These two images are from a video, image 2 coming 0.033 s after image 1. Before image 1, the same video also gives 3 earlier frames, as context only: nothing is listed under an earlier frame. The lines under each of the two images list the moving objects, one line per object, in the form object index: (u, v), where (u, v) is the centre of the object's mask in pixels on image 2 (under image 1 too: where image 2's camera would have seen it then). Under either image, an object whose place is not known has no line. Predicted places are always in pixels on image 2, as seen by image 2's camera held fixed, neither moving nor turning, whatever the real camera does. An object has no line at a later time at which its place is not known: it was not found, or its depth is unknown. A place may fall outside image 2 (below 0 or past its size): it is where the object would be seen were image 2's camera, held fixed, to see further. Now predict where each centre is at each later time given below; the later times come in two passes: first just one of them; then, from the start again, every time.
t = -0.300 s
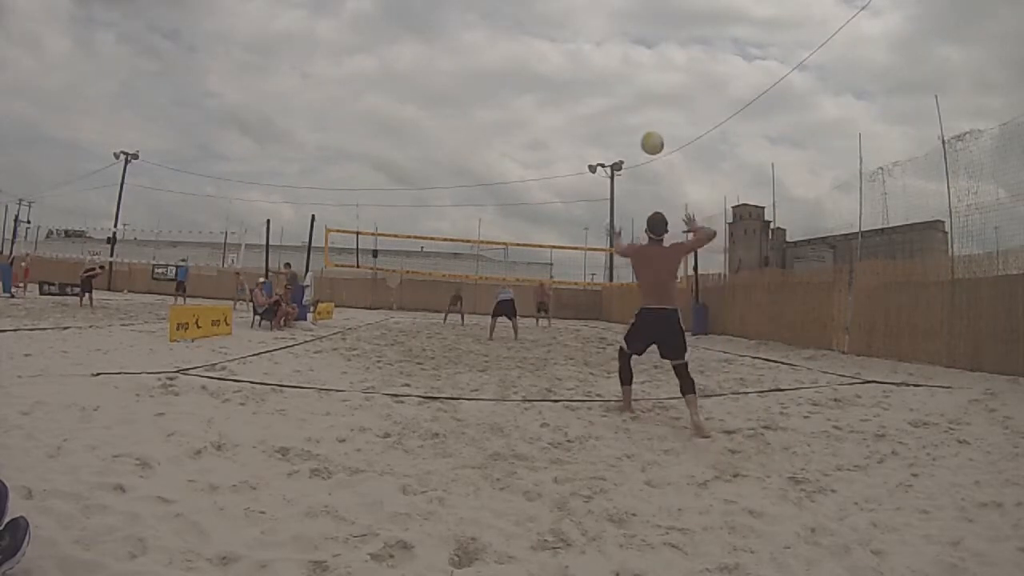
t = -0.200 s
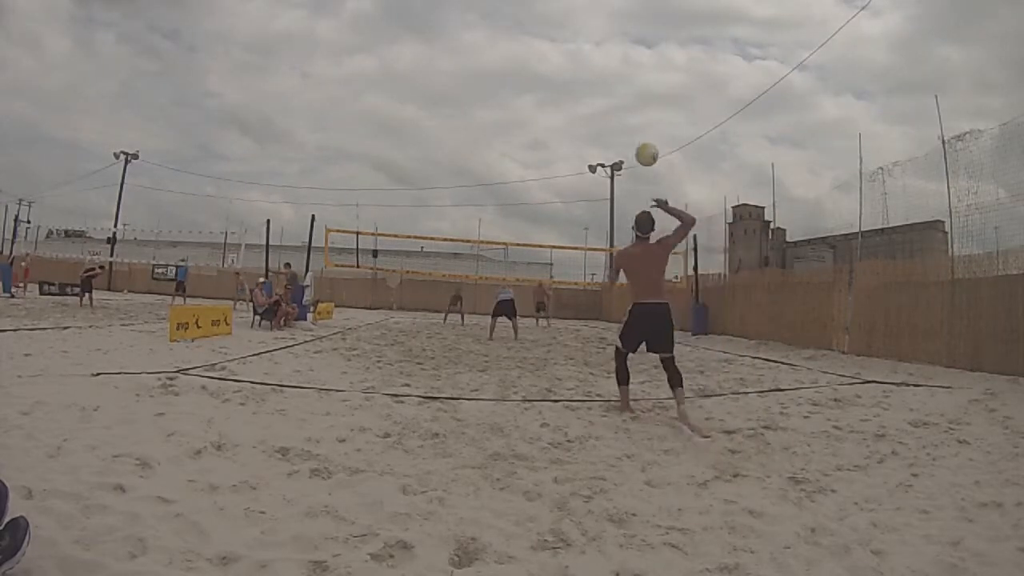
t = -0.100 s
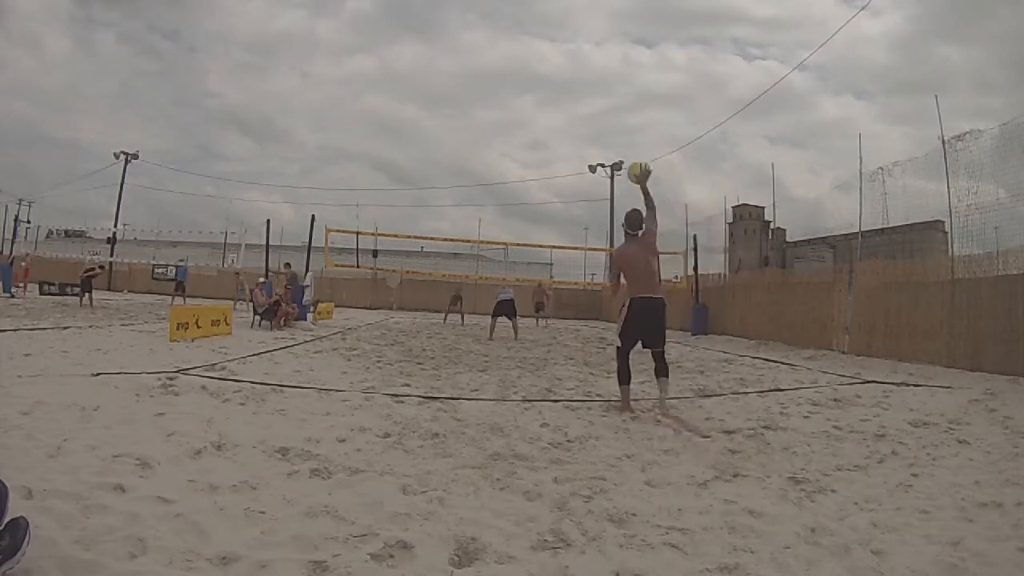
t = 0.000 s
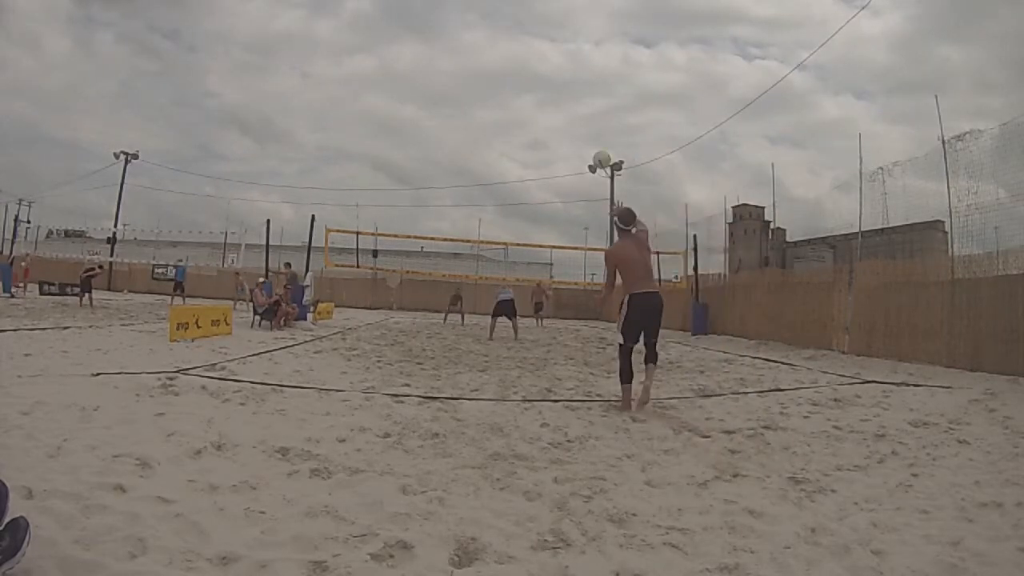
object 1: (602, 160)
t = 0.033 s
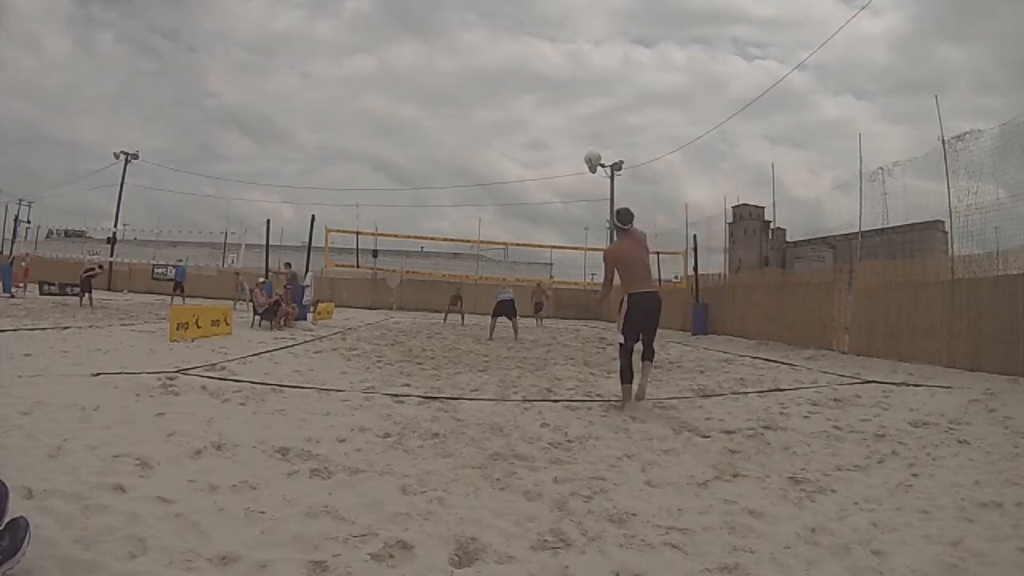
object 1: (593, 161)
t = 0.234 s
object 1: (556, 165)
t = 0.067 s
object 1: (587, 161)
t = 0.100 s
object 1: (578, 158)
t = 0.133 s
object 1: (571, 159)
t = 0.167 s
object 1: (565, 161)
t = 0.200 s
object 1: (560, 163)
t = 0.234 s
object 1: (556, 165)
